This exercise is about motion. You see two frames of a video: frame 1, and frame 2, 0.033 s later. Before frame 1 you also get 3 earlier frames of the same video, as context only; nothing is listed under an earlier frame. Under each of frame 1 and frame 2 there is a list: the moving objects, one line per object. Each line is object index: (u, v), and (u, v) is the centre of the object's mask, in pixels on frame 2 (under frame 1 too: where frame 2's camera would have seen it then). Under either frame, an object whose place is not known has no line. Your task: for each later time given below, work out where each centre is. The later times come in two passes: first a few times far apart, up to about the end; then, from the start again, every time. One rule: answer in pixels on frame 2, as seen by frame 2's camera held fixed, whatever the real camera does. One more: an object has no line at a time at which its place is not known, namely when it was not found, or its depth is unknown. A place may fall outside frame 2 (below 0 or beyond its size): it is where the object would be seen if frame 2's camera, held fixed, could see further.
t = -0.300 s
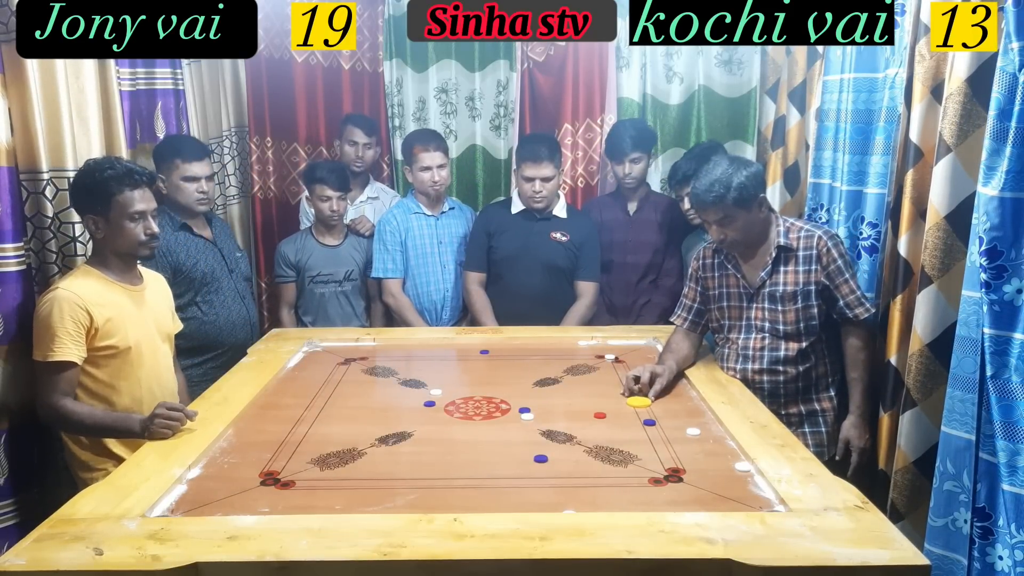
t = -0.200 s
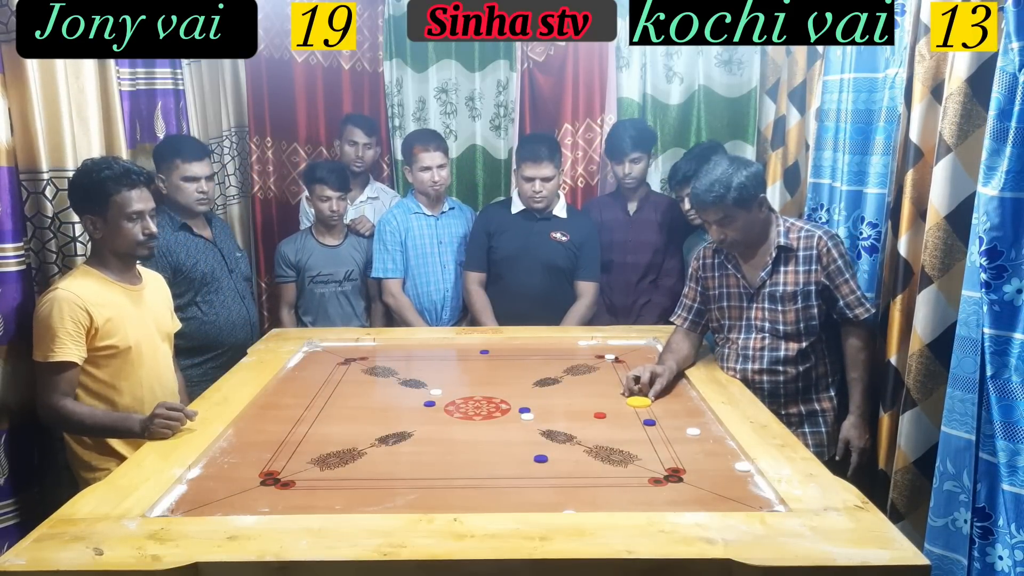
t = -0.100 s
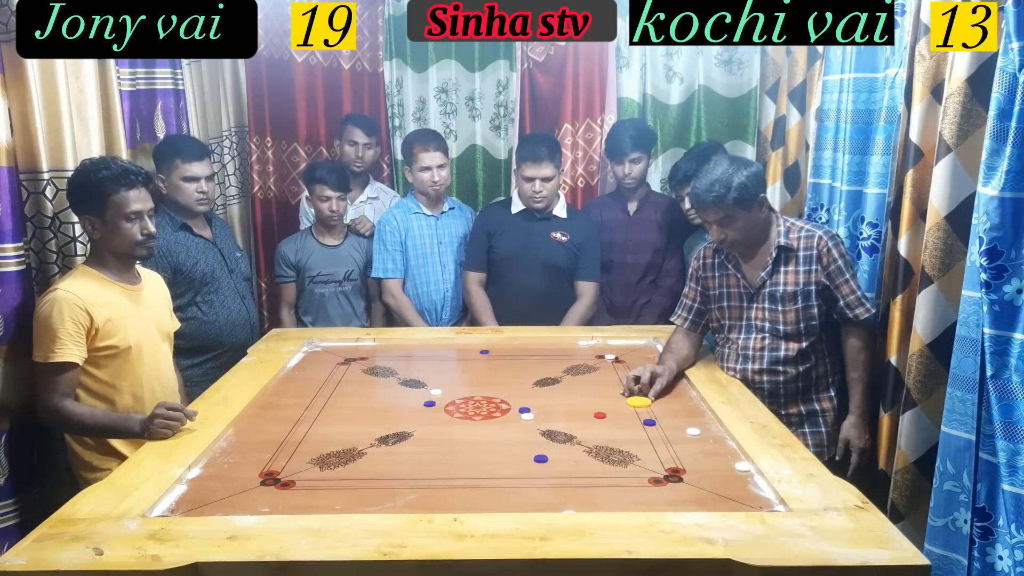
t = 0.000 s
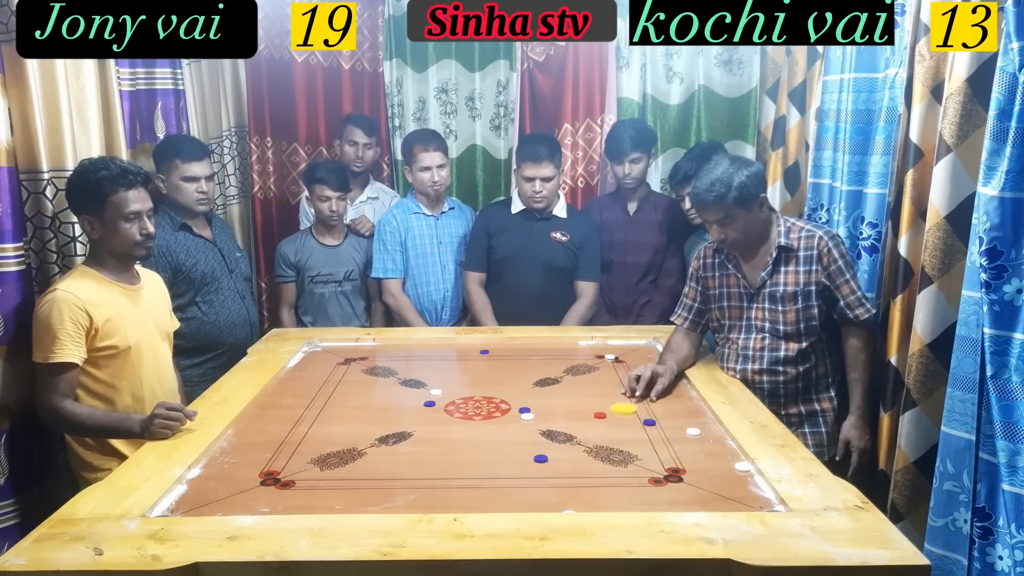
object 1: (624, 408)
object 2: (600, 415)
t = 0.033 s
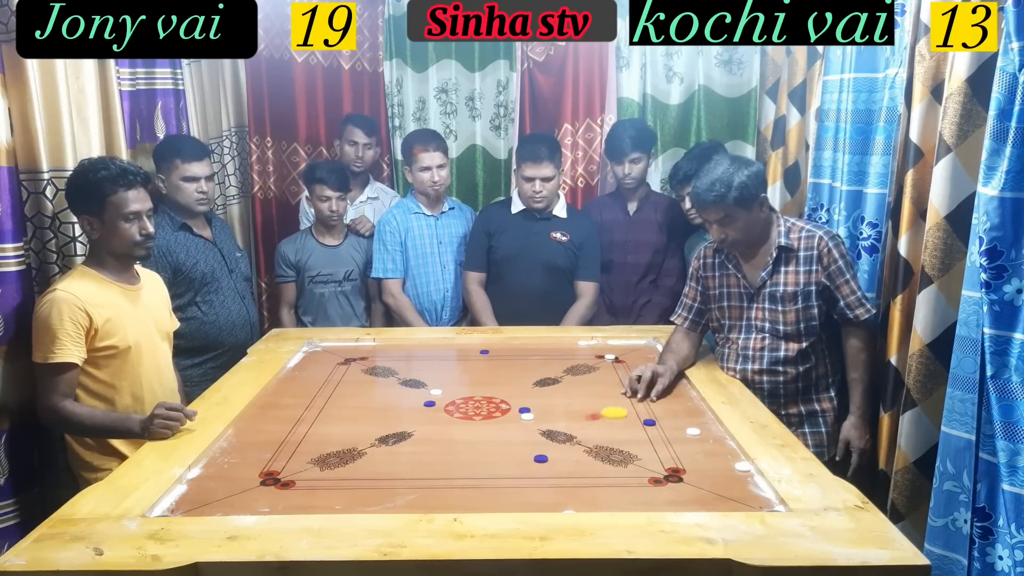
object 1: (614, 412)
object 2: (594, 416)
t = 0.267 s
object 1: (572, 436)
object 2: (437, 451)
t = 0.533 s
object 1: (536, 453)
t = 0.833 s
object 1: (521, 458)
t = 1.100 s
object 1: (522, 458)
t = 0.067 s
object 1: (608, 416)
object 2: (573, 421)
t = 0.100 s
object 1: (602, 419)
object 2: (550, 427)
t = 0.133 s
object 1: (596, 423)
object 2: (529, 431)
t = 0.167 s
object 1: (590, 426)
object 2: (506, 436)
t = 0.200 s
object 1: (584, 429)
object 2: (483, 441)
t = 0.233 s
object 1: (578, 433)
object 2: (460, 446)
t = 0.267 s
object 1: (572, 436)
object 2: (437, 451)
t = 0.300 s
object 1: (567, 439)
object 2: (413, 456)
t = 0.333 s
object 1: (561, 442)
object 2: (390, 461)
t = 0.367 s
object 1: (556, 445)
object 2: (365, 466)
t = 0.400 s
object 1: (551, 447)
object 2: (340, 471)
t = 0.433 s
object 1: (546, 450)
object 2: (315, 476)
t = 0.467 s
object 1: (542, 451)
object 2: (291, 482)
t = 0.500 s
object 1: (538, 453)
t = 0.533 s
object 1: (536, 453)
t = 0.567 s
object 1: (533, 455)
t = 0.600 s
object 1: (529, 456)
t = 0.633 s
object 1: (526, 457)
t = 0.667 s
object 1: (525, 457)
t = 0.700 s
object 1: (524, 458)
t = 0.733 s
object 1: (522, 458)
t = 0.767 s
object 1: (522, 458)
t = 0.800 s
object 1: (521, 458)
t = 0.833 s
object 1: (521, 458)
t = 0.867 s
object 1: (521, 458)
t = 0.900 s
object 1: (521, 458)
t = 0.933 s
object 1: (521, 458)
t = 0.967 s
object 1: (521, 458)
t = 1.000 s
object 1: (521, 458)
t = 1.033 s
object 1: (521, 458)
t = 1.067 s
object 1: (522, 458)
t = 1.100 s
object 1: (522, 458)
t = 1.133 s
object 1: (522, 458)
